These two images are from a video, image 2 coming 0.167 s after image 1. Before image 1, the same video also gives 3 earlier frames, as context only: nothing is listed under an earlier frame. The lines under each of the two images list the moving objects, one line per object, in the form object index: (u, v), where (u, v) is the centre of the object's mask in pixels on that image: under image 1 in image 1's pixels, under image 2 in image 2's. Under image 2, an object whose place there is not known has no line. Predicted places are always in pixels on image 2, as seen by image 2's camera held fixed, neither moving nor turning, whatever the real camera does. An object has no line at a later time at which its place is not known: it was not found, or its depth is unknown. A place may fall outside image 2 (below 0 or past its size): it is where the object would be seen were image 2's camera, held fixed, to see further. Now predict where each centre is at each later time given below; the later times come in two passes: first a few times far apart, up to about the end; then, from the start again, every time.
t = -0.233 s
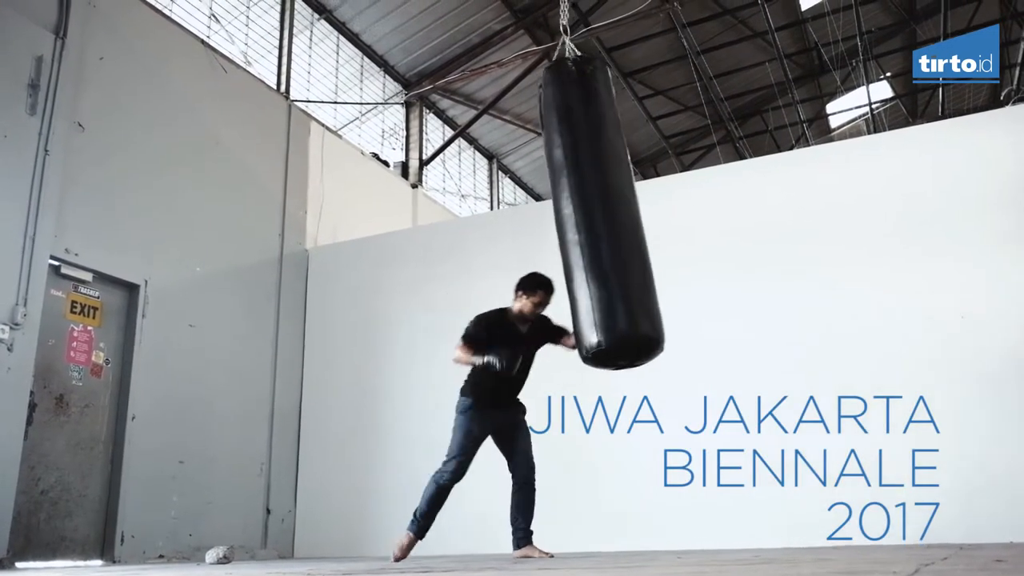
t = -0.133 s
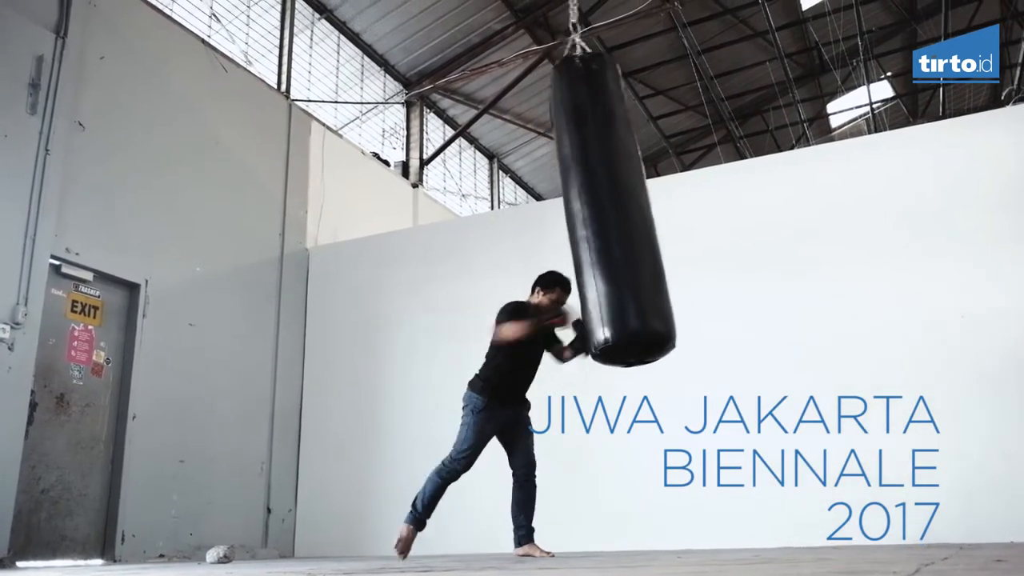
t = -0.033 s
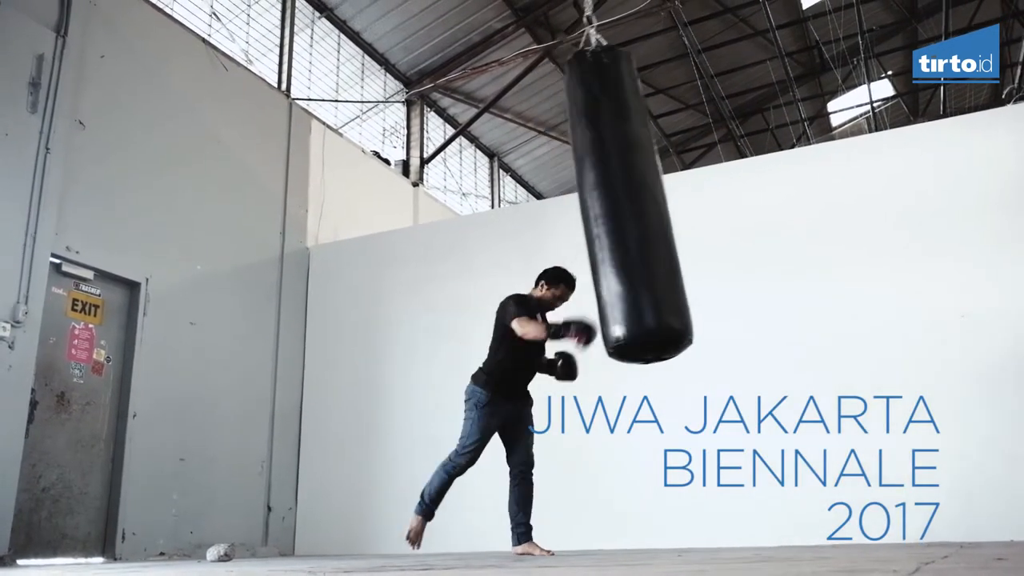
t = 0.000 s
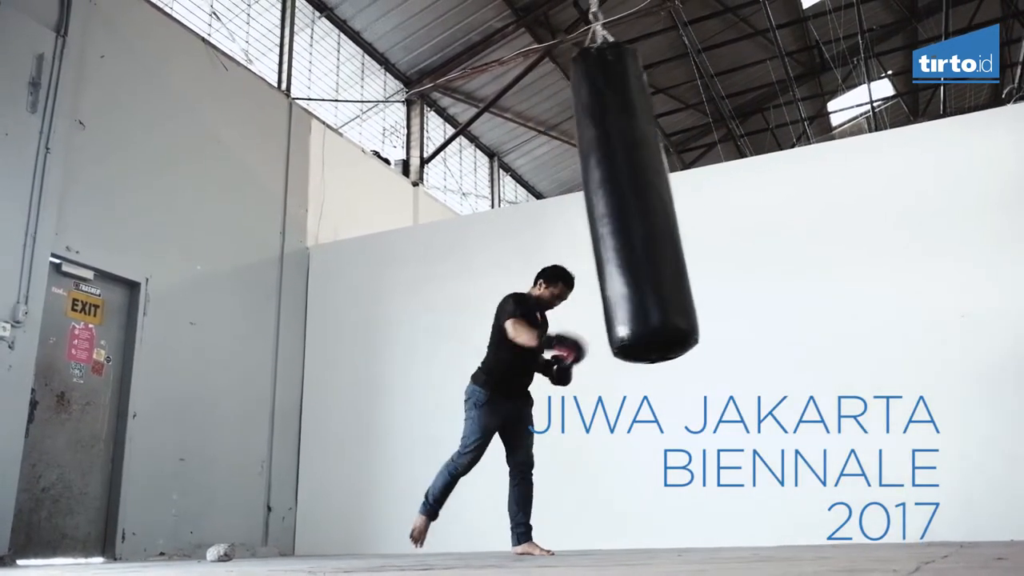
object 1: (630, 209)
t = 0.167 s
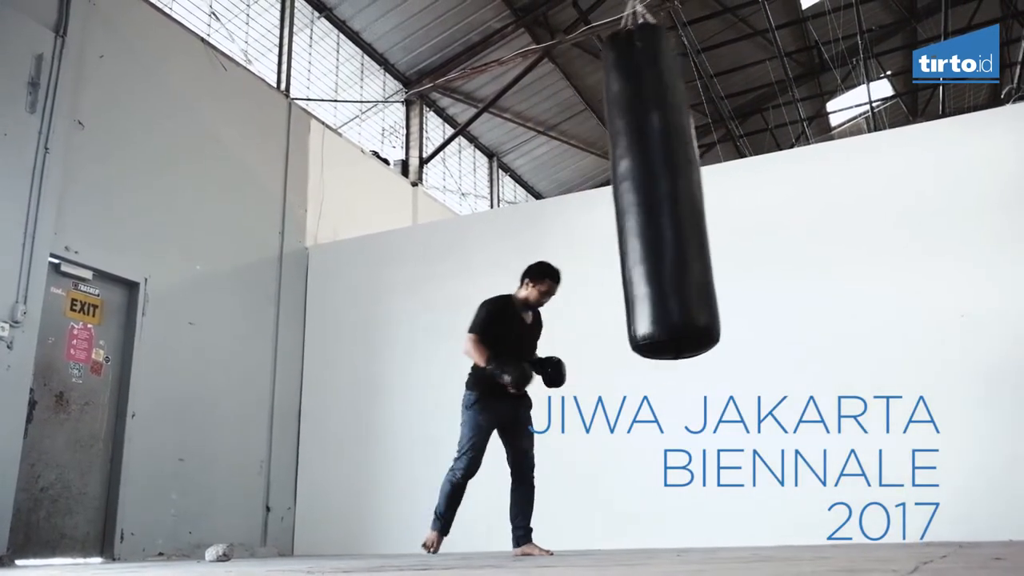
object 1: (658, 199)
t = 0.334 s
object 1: (685, 183)
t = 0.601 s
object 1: (722, 174)
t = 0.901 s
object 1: (740, 167)
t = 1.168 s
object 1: (733, 165)
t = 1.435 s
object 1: (706, 172)
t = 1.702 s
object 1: (664, 185)
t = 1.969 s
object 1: (617, 194)
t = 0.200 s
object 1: (663, 195)
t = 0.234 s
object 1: (668, 192)
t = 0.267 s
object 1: (674, 189)
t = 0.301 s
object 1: (679, 185)
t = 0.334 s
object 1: (685, 183)
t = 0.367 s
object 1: (690, 181)
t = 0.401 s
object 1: (695, 180)
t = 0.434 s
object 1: (700, 179)
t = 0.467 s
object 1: (704, 178)
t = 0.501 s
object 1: (708, 177)
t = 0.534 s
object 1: (713, 177)
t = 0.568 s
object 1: (717, 176)
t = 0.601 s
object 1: (722, 174)
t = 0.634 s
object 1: (725, 172)
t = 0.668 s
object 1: (727, 171)
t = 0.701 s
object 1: (730, 169)
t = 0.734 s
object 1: (733, 168)
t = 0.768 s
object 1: (735, 167)
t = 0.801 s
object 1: (737, 166)
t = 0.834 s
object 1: (738, 165)
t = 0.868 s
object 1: (740, 166)
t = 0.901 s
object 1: (740, 167)
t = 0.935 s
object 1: (740, 165)
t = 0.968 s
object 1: (740, 166)
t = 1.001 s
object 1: (740, 165)
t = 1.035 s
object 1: (739, 166)
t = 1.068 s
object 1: (737, 166)
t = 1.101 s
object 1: (736, 165)
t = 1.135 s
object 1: (735, 165)
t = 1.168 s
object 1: (733, 165)
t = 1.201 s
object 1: (730, 166)
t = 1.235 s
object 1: (728, 167)
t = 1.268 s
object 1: (725, 167)
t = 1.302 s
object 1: (722, 168)
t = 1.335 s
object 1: (719, 169)
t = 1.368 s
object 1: (715, 170)
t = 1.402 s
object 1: (712, 171)
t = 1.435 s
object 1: (706, 172)
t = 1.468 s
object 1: (702, 174)
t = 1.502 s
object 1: (697, 175)
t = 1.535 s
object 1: (693, 177)
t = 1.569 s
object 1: (688, 177)
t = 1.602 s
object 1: (682, 180)
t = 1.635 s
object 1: (677, 182)
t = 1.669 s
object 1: (670, 184)
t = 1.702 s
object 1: (664, 185)
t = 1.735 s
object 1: (658, 187)
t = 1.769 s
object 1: (652, 189)
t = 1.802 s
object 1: (647, 191)
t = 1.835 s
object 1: (641, 191)
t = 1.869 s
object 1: (634, 192)
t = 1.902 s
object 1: (628, 192)
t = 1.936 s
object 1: (623, 193)
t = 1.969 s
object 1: (617, 194)
